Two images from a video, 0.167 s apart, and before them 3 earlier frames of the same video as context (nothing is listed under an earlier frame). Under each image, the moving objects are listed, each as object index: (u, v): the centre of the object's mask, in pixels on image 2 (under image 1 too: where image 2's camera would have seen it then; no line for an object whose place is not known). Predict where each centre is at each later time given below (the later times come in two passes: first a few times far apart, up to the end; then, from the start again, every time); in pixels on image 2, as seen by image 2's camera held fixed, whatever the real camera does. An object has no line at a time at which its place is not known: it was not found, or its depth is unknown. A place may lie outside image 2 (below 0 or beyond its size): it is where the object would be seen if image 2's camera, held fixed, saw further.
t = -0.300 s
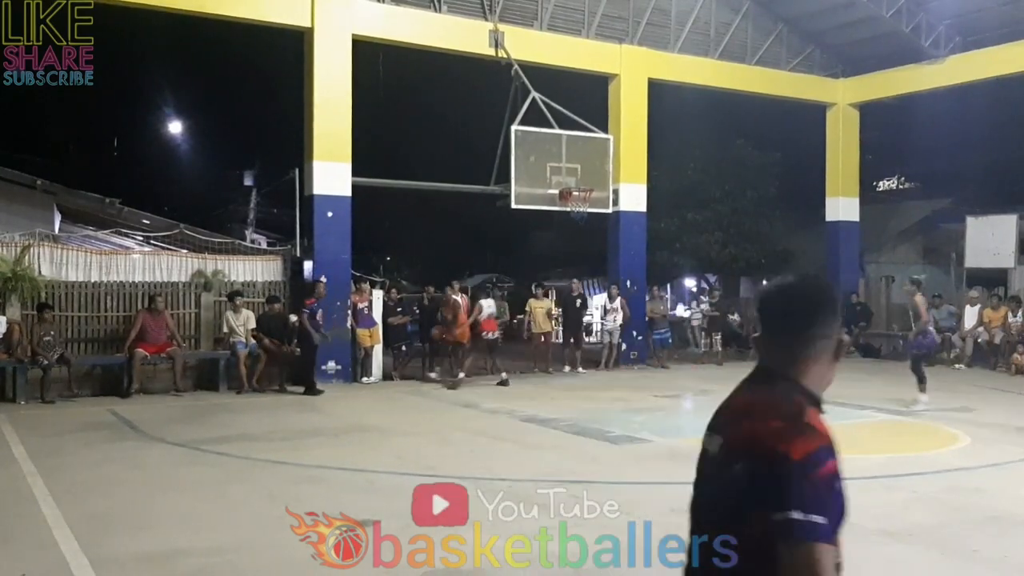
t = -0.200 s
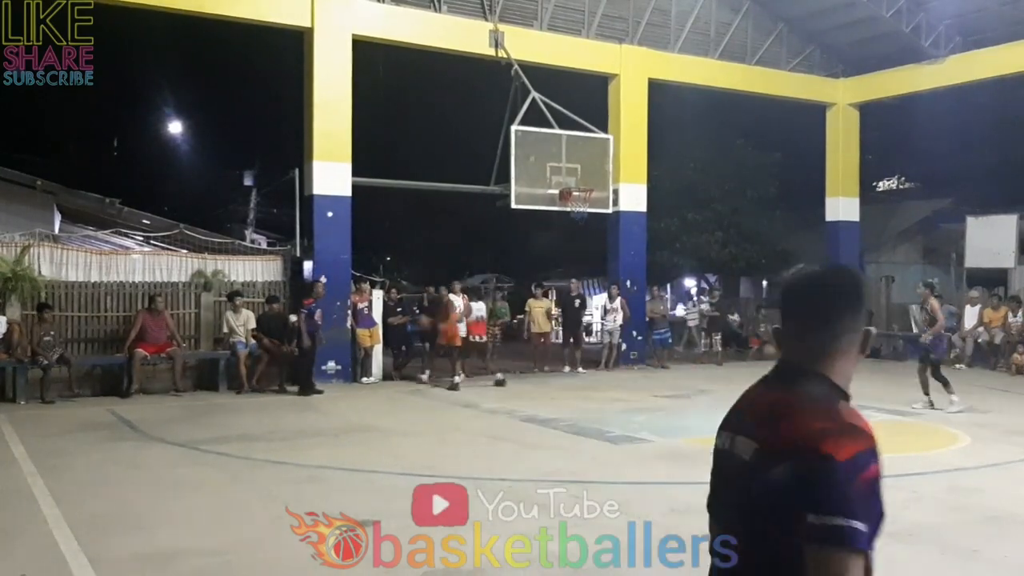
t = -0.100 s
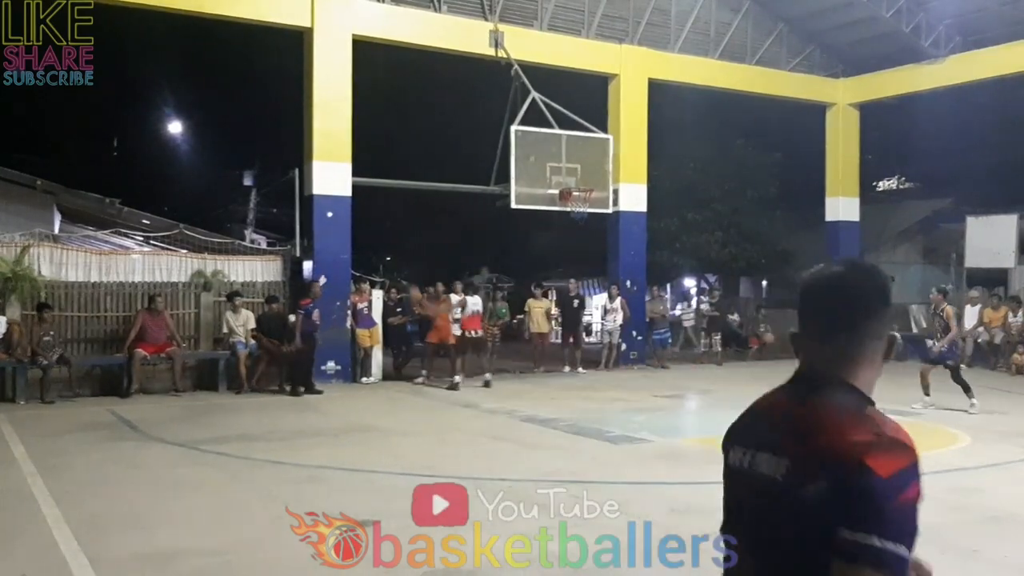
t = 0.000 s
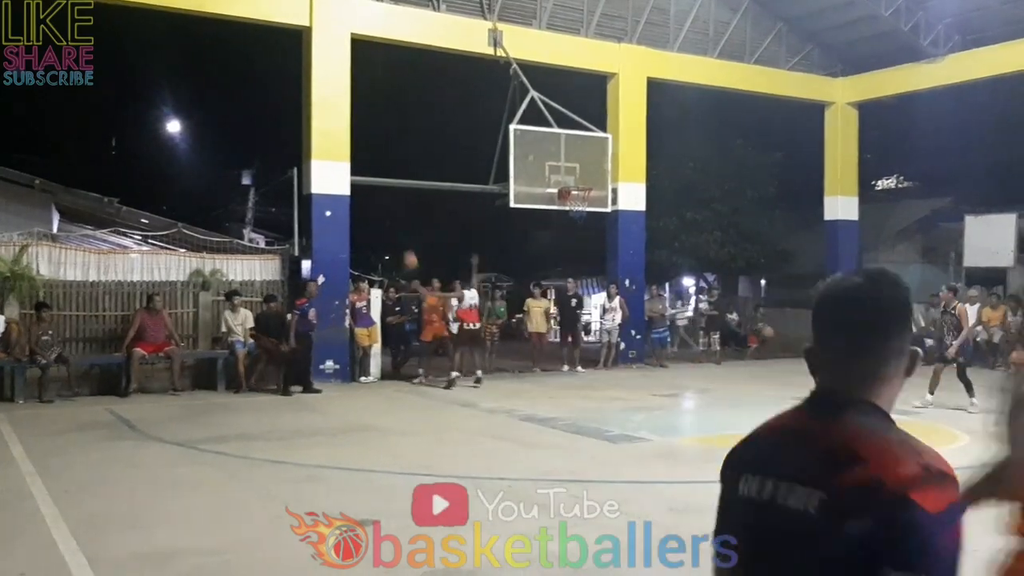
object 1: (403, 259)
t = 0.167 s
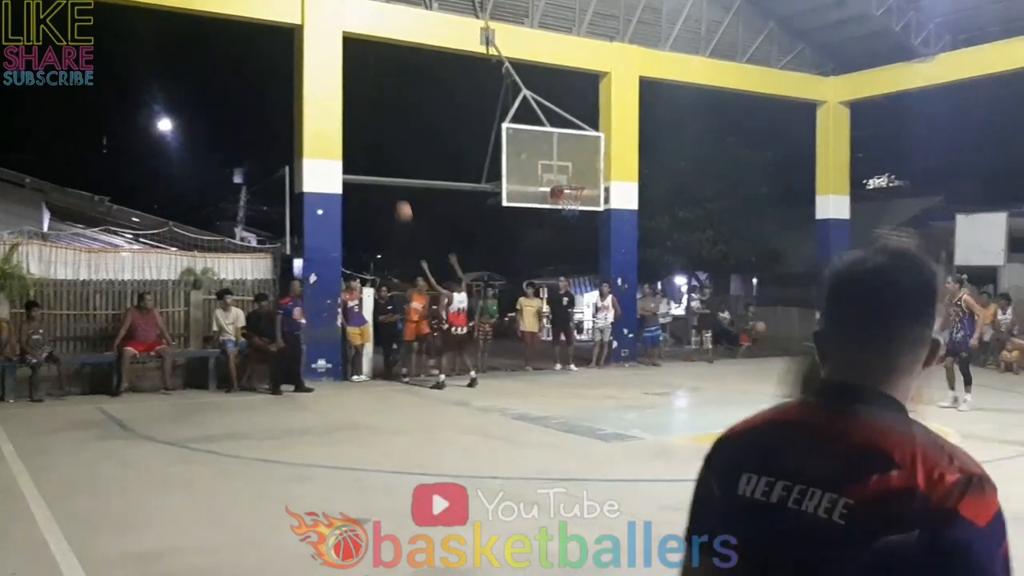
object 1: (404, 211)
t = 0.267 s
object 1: (405, 186)
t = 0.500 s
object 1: (405, 147)
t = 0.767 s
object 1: (406, 153)
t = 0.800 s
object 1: (406, 159)
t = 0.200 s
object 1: (404, 203)
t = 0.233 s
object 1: (404, 195)
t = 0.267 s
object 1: (405, 186)
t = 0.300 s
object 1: (404, 177)
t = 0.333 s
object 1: (404, 170)
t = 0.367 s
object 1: (404, 166)
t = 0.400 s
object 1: (404, 160)
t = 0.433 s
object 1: (405, 155)
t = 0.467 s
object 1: (405, 150)
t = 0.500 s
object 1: (405, 147)
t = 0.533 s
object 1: (405, 144)
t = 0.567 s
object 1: (405, 142)
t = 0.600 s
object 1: (405, 141)
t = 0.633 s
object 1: (405, 141)
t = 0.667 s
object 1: (406, 142)
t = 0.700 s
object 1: (406, 144)
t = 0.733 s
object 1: (406, 148)
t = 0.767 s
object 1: (406, 153)
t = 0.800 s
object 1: (406, 159)
